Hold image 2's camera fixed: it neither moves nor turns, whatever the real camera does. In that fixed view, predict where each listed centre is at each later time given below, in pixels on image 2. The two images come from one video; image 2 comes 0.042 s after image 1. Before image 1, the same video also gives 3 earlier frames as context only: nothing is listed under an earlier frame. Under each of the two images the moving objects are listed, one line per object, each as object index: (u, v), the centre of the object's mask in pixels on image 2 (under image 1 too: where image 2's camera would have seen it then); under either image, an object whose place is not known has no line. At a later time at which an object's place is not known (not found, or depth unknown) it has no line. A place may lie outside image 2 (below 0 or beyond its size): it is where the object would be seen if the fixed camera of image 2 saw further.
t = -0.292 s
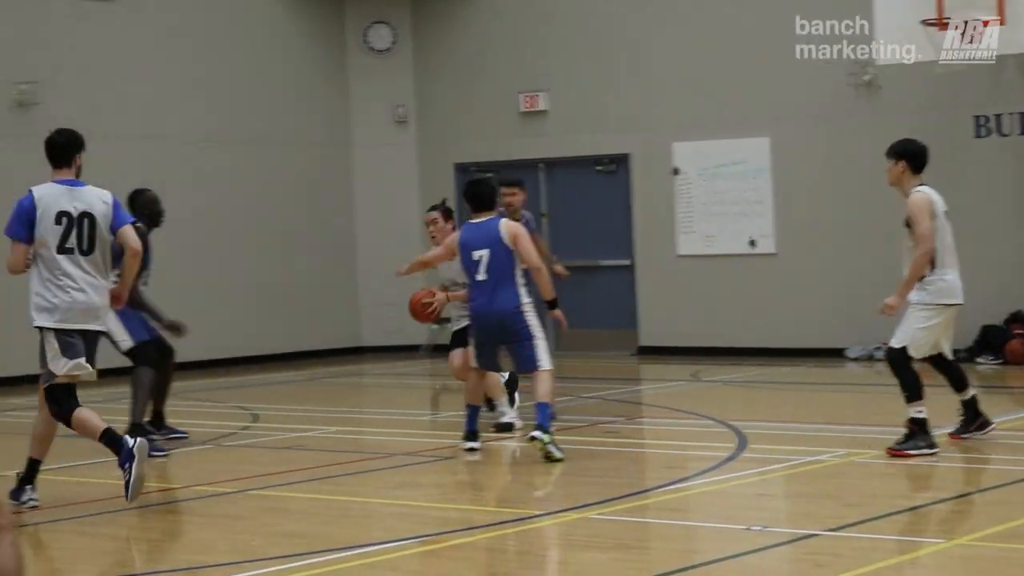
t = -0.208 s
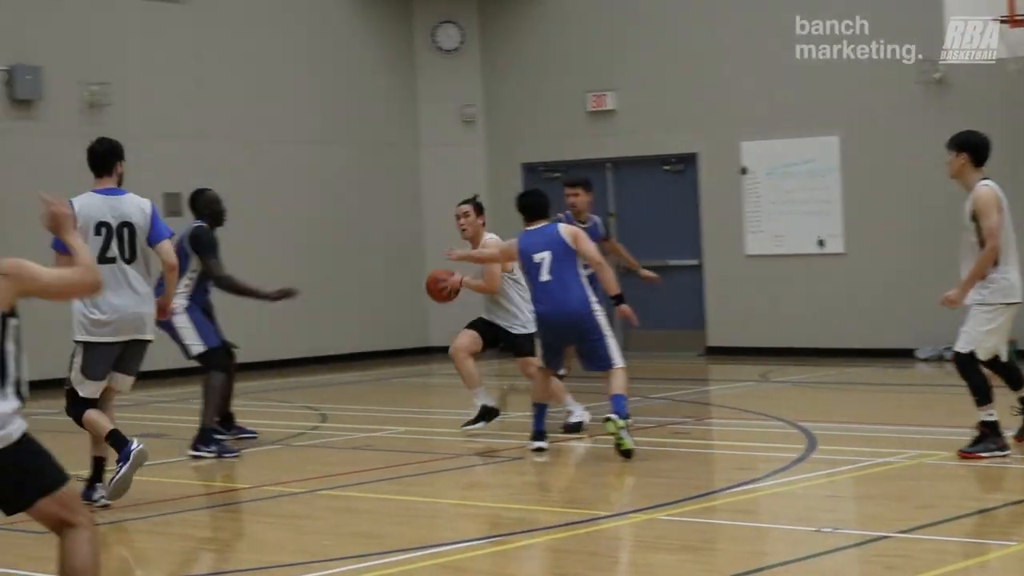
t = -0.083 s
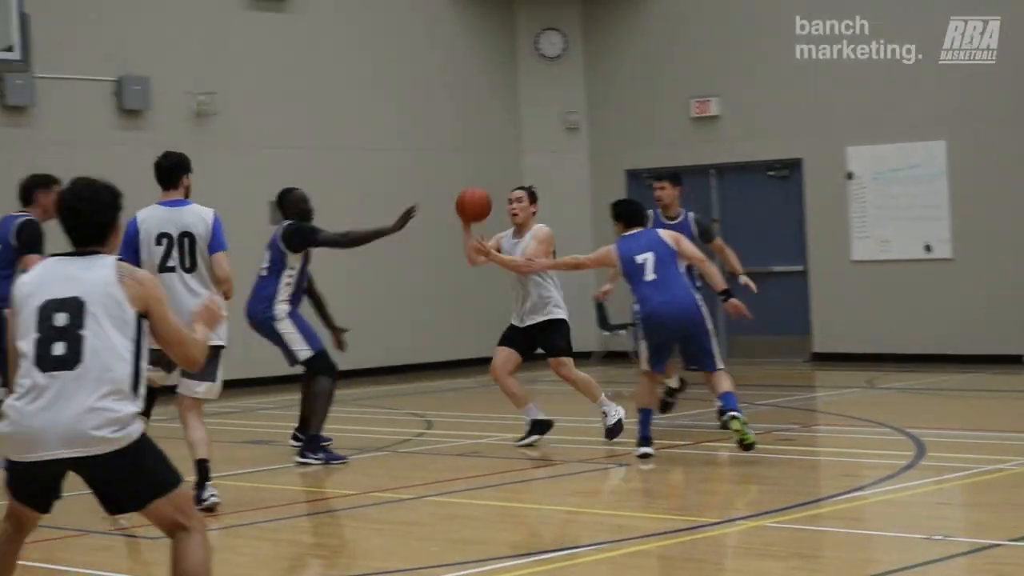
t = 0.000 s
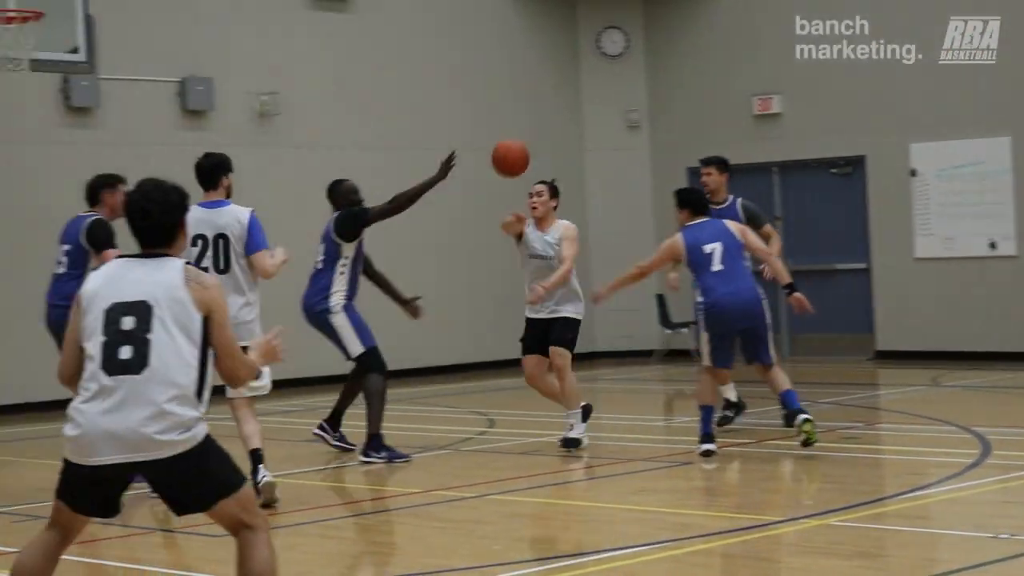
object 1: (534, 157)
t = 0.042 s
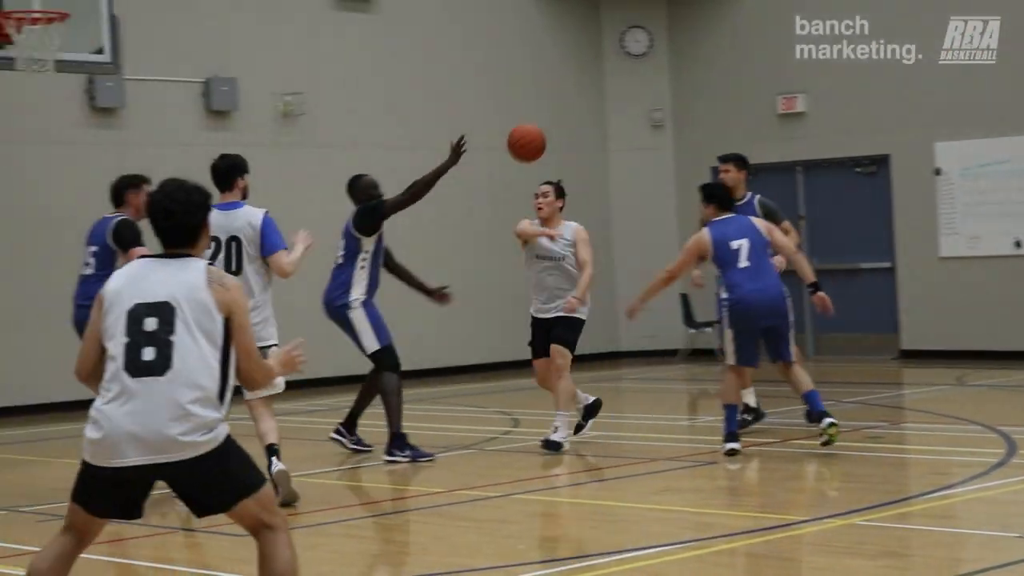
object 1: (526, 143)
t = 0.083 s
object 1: (515, 121)
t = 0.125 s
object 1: (507, 109)
